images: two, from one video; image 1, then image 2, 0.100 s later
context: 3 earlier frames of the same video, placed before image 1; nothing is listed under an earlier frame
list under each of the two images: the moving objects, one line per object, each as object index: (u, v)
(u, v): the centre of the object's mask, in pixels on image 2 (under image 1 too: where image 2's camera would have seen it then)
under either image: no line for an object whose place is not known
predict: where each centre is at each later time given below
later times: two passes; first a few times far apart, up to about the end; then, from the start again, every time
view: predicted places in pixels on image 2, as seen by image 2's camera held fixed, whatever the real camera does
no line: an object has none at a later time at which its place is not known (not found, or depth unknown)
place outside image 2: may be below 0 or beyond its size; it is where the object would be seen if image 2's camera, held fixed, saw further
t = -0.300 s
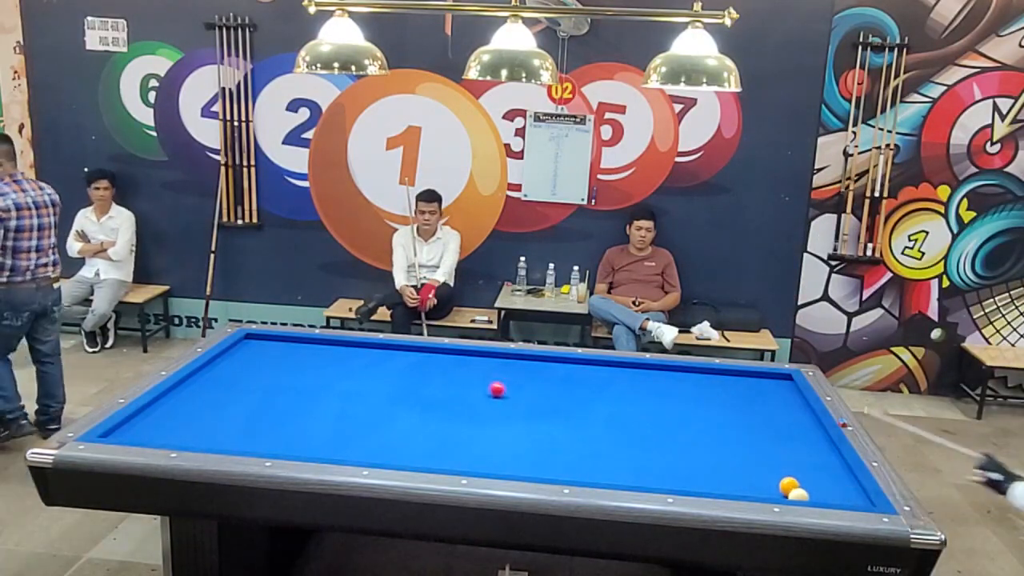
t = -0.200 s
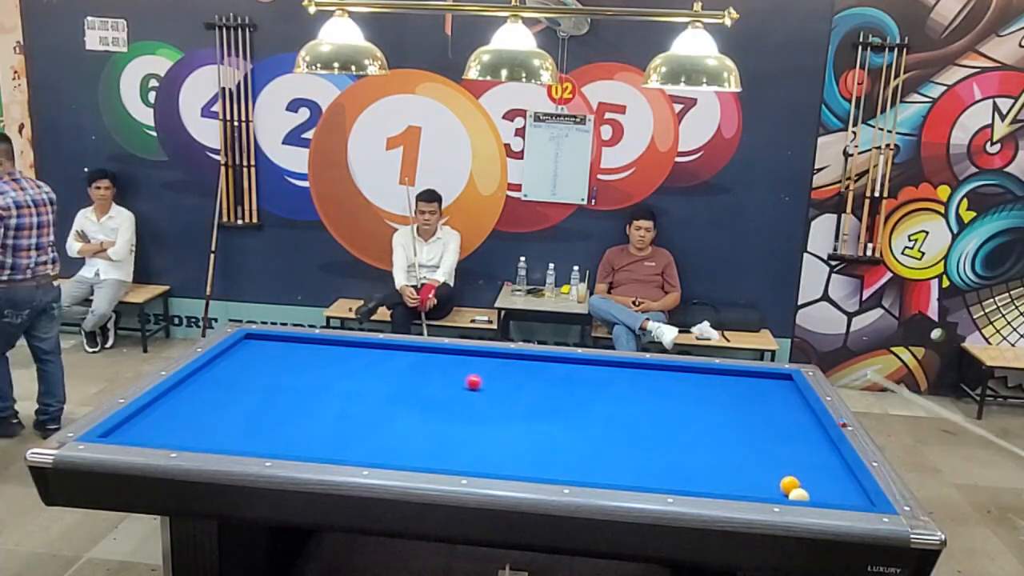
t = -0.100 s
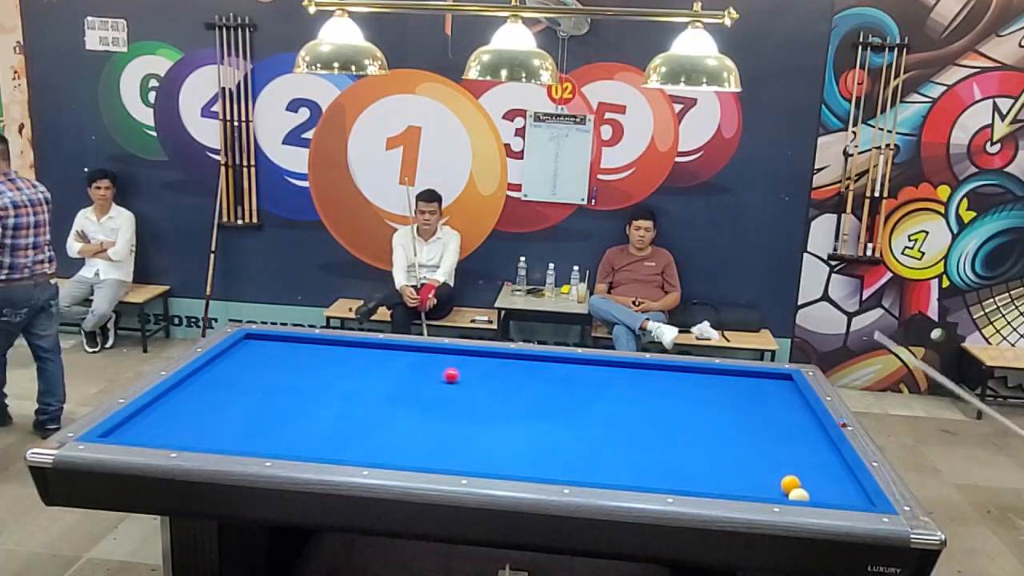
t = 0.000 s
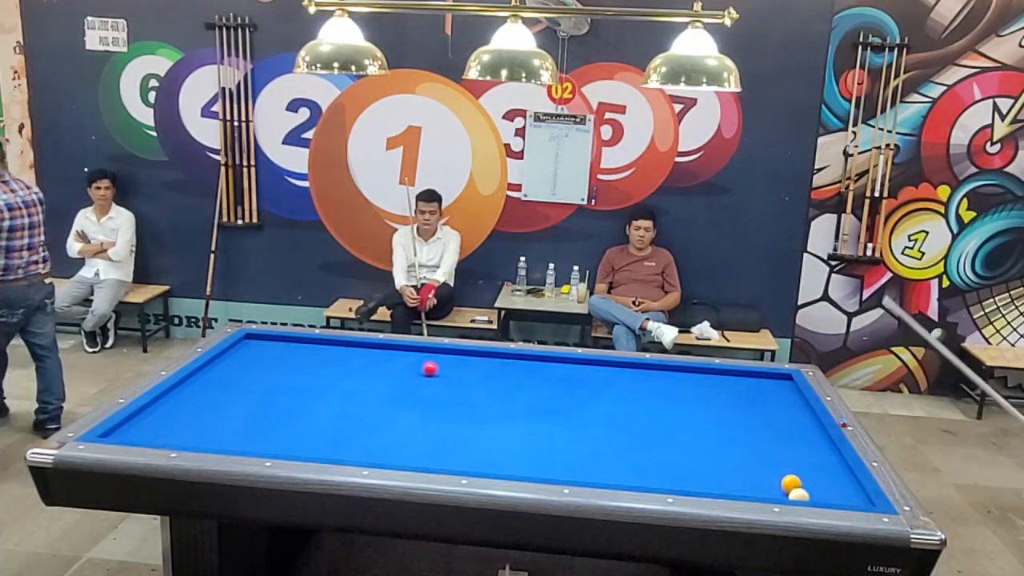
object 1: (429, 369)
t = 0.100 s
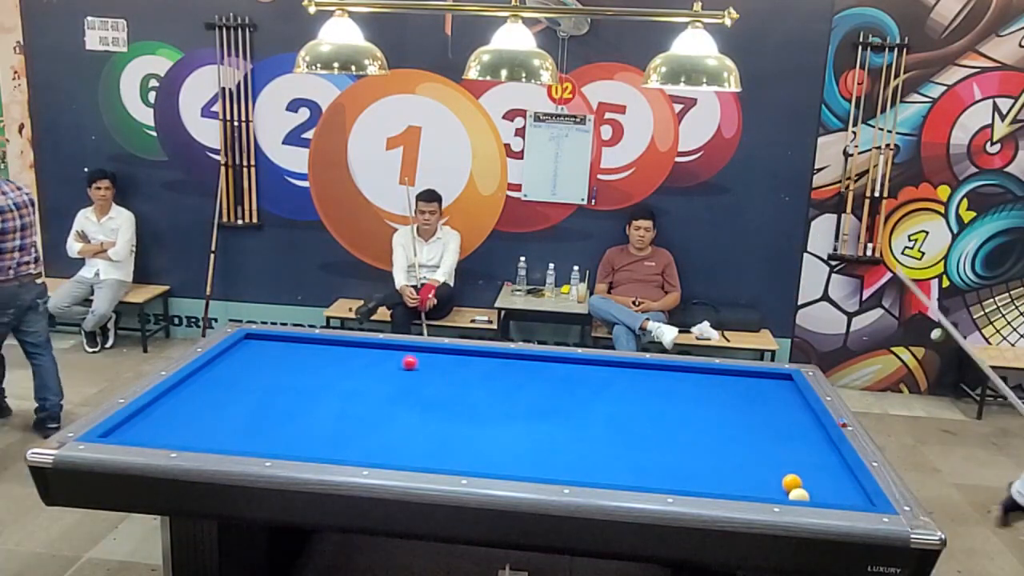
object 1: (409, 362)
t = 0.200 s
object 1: (390, 356)
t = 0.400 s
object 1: (353, 345)
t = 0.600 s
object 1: (313, 345)
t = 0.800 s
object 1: (272, 346)
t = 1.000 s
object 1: (233, 347)
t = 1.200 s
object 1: (254, 353)
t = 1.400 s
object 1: (270, 358)
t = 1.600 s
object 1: (286, 364)
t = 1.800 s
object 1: (303, 369)
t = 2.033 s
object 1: (322, 375)
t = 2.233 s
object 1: (338, 382)
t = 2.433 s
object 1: (355, 387)
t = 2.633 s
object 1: (372, 393)
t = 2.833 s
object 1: (389, 398)
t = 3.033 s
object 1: (406, 404)
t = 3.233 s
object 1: (424, 410)
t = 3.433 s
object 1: (441, 416)
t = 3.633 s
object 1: (458, 422)
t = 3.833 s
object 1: (476, 428)
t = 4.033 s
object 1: (493, 434)
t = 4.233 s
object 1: (511, 439)
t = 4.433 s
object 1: (528, 445)
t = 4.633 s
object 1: (546, 451)
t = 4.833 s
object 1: (563, 456)
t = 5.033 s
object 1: (581, 462)
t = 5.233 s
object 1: (598, 467)
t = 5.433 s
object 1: (615, 473)
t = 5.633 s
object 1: (632, 477)
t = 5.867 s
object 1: (652, 482)
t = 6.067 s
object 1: (665, 482)
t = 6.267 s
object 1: (678, 482)
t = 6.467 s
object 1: (690, 482)
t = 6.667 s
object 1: (701, 481)
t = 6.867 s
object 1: (712, 481)
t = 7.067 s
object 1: (723, 480)
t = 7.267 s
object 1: (732, 480)
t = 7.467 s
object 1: (742, 479)
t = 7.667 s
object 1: (750, 478)
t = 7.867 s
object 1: (758, 477)
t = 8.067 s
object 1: (765, 476)
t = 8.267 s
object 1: (771, 476)
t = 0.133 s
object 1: (403, 360)
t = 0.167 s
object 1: (396, 358)
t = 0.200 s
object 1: (390, 356)
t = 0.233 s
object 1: (383, 354)
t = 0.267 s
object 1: (377, 352)
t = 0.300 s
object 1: (371, 350)
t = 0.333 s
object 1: (365, 348)
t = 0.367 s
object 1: (359, 347)
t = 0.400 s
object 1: (353, 345)
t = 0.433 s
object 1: (347, 344)
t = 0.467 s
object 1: (340, 344)
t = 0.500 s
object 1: (334, 344)
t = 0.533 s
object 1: (327, 344)
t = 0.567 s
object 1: (320, 345)
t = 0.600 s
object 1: (313, 345)
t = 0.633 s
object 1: (306, 345)
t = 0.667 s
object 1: (299, 345)
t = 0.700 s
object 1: (293, 345)
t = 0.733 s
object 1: (286, 346)
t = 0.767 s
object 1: (279, 346)
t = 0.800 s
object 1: (272, 346)
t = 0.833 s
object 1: (266, 346)
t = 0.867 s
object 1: (259, 346)
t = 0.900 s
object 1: (252, 346)
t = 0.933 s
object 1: (246, 347)
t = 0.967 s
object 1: (239, 347)
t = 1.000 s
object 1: (233, 347)
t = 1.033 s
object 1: (238, 348)
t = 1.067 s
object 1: (242, 349)
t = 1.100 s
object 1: (245, 350)
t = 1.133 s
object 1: (248, 351)
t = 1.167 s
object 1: (251, 352)
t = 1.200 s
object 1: (254, 353)
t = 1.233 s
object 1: (257, 354)
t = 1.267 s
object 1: (259, 354)
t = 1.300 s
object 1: (262, 355)
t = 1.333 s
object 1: (265, 356)
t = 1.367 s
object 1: (267, 357)
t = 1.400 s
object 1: (270, 358)
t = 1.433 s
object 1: (273, 359)
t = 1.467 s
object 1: (275, 360)
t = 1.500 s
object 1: (278, 361)
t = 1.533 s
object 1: (281, 362)
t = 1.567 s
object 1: (283, 363)
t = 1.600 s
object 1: (286, 364)
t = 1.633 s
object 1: (289, 365)
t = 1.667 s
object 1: (292, 365)
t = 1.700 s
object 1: (294, 367)
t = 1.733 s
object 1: (297, 367)
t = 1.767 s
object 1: (299, 368)
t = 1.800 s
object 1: (303, 369)
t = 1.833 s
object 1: (305, 370)
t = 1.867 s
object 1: (308, 371)
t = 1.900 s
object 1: (311, 372)
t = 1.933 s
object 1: (313, 373)
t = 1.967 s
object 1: (316, 374)
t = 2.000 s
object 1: (319, 375)
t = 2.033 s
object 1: (322, 375)
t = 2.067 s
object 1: (324, 377)
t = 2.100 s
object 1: (327, 378)
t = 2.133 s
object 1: (330, 379)
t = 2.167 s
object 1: (333, 380)
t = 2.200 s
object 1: (336, 381)
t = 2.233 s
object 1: (338, 382)
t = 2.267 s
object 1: (341, 383)
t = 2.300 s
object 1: (344, 383)
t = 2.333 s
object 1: (347, 384)
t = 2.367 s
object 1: (350, 385)
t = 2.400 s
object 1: (353, 386)
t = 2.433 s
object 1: (355, 387)
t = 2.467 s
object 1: (358, 388)
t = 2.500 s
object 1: (361, 389)
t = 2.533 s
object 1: (364, 390)
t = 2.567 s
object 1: (366, 391)
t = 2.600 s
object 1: (369, 392)
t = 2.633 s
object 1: (372, 393)
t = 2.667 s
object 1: (375, 394)
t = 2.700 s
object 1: (378, 395)
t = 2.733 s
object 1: (381, 395)
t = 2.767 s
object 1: (383, 397)
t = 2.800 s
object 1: (387, 398)
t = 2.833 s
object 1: (389, 398)
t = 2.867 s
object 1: (392, 399)
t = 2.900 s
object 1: (395, 400)
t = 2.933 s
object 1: (398, 401)
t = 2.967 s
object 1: (400, 402)
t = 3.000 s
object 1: (403, 403)
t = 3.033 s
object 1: (406, 404)
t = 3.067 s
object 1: (409, 405)
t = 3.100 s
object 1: (412, 406)
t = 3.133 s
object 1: (415, 407)
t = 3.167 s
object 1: (418, 408)
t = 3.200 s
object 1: (421, 409)
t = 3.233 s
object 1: (424, 410)
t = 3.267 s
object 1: (426, 411)
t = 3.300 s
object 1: (429, 412)
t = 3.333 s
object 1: (432, 413)
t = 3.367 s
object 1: (435, 414)
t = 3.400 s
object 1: (438, 415)
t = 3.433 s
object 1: (441, 416)
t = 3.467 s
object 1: (444, 417)
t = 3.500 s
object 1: (446, 418)
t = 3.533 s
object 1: (449, 419)
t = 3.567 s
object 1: (452, 420)
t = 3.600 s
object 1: (455, 421)
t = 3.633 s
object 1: (458, 422)
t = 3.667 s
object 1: (461, 423)
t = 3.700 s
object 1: (464, 424)
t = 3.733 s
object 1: (467, 425)
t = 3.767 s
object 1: (470, 426)
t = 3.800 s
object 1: (473, 427)
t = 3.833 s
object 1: (476, 428)
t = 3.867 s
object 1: (478, 429)
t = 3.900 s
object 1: (481, 429)
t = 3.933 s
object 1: (484, 431)
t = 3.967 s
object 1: (487, 432)
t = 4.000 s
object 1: (490, 432)
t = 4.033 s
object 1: (493, 434)
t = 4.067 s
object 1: (496, 434)
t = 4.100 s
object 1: (499, 435)
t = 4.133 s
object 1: (502, 436)
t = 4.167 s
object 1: (505, 437)
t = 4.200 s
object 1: (508, 438)
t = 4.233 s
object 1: (511, 439)
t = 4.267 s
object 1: (514, 440)
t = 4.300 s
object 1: (516, 441)
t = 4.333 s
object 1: (519, 442)
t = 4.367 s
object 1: (522, 443)
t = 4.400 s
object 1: (525, 444)
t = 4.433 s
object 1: (528, 445)
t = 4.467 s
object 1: (531, 446)
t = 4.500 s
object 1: (534, 447)
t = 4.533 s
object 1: (537, 448)
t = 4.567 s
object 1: (540, 449)
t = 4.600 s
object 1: (543, 450)
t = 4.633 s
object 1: (546, 451)
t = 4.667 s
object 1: (549, 452)
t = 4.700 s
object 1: (552, 453)
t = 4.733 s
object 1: (554, 454)
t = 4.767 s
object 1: (557, 454)
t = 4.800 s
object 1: (560, 456)
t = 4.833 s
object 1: (563, 456)
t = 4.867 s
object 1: (566, 458)
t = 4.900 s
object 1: (569, 459)
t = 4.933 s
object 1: (572, 459)
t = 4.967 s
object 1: (575, 460)
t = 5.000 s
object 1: (578, 461)
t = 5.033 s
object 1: (581, 462)
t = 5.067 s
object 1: (583, 463)
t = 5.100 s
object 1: (586, 464)
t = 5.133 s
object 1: (589, 465)
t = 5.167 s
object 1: (592, 466)
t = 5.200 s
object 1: (595, 467)
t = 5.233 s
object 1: (598, 467)
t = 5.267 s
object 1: (600, 469)
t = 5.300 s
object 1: (603, 470)
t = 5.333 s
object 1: (606, 471)
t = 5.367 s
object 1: (609, 471)
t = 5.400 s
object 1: (612, 472)
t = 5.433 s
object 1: (615, 473)
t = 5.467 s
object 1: (618, 474)
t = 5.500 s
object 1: (620, 474)
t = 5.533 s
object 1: (623, 475)
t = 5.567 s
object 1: (626, 476)
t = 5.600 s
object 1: (629, 477)
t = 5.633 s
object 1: (632, 477)
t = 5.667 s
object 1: (635, 478)
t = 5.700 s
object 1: (638, 479)
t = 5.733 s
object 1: (640, 479)
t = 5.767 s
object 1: (643, 480)
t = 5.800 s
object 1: (646, 480)
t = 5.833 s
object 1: (649, 481)
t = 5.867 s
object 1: (652, 482)
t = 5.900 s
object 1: (654, 481)
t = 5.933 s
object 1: (656, 482)
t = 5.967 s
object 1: (658, 482)
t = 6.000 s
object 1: (661, 482)
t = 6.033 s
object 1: (663, 482)
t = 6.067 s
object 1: (665, 482)
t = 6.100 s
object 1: (667, 482)
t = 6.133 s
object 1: (669, 482)
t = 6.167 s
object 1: (672, 482)
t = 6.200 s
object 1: (674, 482)
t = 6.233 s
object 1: (676, 482)
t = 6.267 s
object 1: (678, 482)
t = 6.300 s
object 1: (680, 482)
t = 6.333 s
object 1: (682, 482)
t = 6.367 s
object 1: (684, 482)
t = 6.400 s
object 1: (686, 482)
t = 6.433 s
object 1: (688, 482)
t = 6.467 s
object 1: (690, 482)
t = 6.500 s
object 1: (692, 482)
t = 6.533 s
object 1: (694, 481)
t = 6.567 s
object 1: (696, 482)
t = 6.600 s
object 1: (698, 481)
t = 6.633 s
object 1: (700, 481)
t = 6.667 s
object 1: (701, 481)
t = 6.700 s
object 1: (703, 481)
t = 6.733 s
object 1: (705, 481)
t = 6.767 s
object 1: (707, 481)
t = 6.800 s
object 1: (709, 481)
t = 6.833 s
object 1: (711, 481)
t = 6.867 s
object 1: (712, 481)
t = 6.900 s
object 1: (714, 481)
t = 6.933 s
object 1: (716, 481)
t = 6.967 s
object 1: (718, 481)
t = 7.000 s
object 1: (719, 481)
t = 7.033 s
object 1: (721, 480)
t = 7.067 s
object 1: (723, 480)
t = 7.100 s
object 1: (724, 480)
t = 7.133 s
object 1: (726, 480)
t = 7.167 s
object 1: (728, 480)
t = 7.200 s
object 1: (729, 480)
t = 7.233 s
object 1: (731, 480)
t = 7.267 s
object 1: (732, 480)
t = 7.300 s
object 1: (734, 479)
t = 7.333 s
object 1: (736, 479)
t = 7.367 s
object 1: (737, 479)
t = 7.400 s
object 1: (739, 479)
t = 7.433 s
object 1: (740, 479)
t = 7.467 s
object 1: (742, 479)
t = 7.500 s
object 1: (743, 479)
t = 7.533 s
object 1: (744, 478)
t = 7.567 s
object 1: (746, 478)
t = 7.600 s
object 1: (747, 478)
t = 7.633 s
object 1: (748, 478)
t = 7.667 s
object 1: (750, 478)
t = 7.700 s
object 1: (751, 478)
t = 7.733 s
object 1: (752, 478)
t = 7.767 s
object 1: (753, 477)
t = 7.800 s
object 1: (755, 477)
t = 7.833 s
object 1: (756, 477)
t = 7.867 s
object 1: (758, 477)
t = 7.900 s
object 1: (759, 477)
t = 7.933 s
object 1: (760, 477)
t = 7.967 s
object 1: (761, 477)
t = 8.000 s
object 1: (762, 477)
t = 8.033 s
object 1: (763, 477)
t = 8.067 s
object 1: (765, 476)
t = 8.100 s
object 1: (766, 476)
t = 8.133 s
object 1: (767, 476)
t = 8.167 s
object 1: (768, 476)
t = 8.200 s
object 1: (769, 476)
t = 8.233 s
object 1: (770, 476)
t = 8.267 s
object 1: (771, 476)
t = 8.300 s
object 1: (772, 476)
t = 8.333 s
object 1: (773, 476)
